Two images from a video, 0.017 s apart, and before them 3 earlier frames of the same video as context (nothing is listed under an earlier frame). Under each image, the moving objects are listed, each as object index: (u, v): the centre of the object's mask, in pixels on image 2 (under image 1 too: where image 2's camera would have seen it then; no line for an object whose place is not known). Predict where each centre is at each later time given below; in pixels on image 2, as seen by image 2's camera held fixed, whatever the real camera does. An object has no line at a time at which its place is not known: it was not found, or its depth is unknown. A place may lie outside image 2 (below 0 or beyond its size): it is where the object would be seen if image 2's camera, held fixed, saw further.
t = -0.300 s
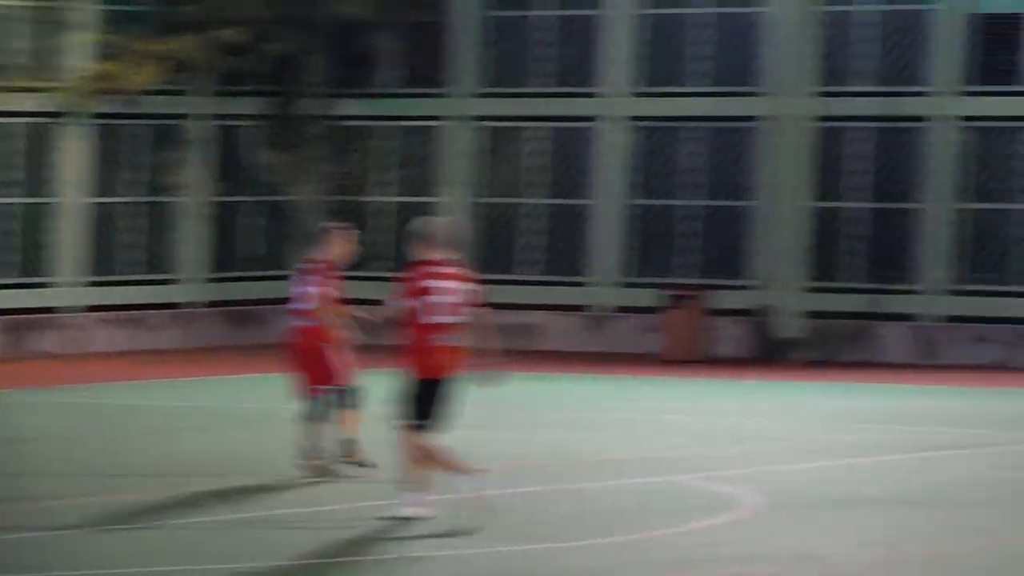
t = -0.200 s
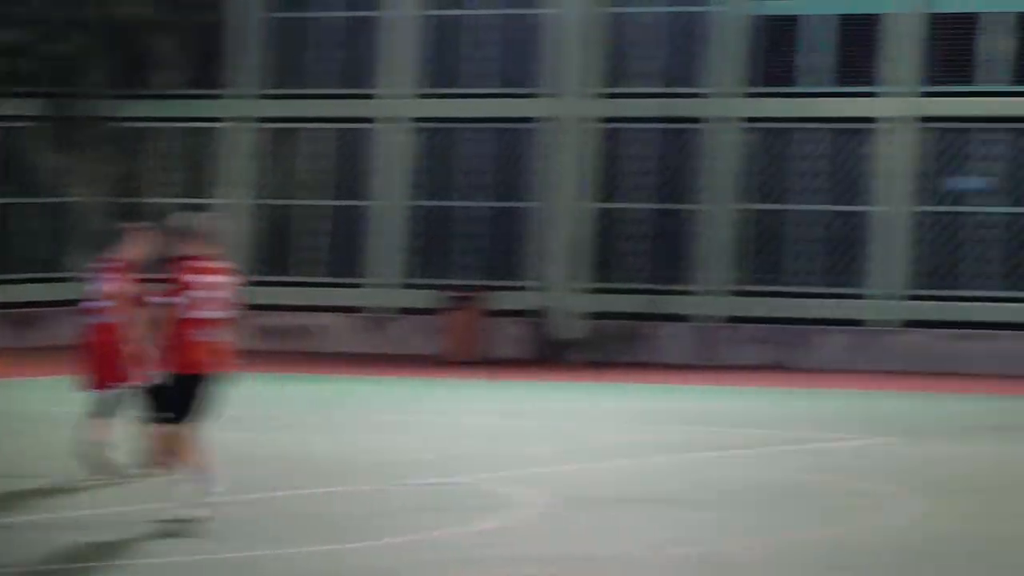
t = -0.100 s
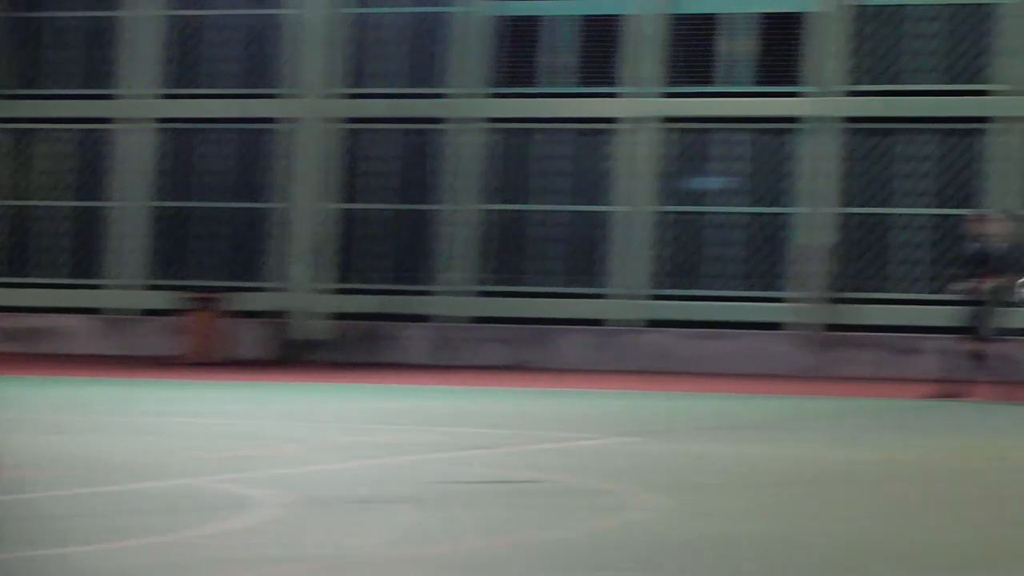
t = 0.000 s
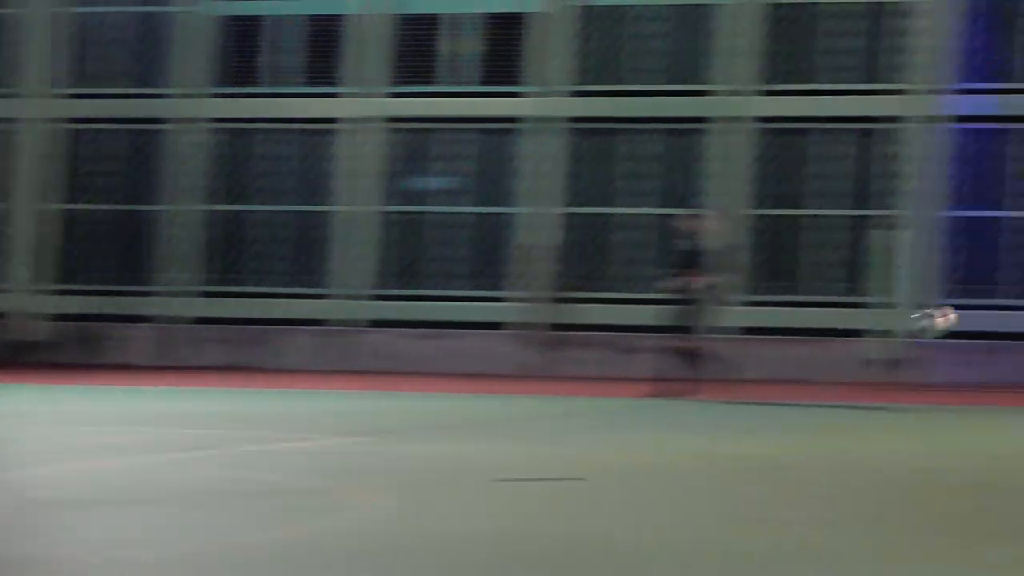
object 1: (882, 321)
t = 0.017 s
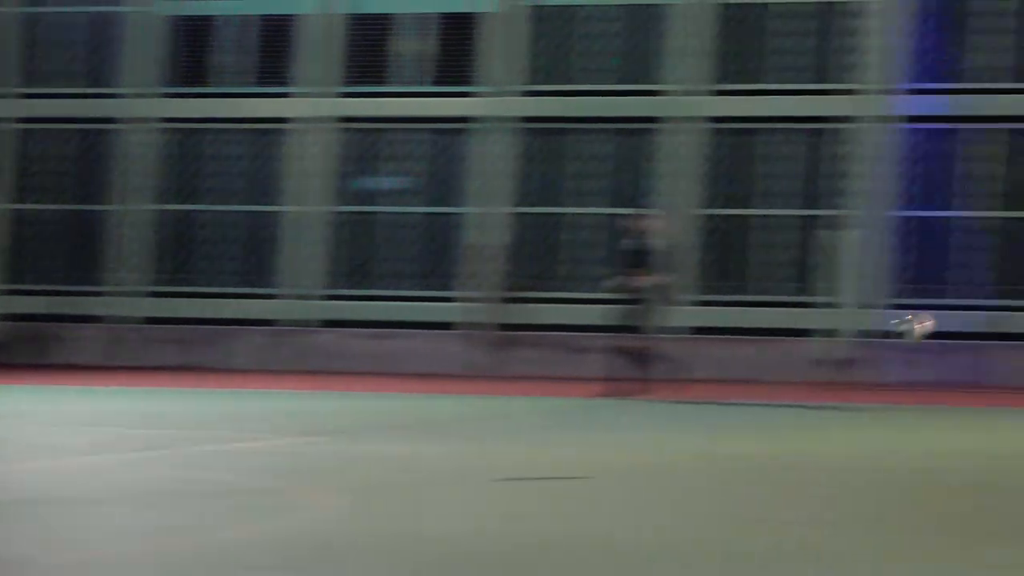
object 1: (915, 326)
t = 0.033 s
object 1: (945, 334)
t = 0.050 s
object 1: (976, 342)
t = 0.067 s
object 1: (1006, 349)
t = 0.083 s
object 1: (1039, 357)
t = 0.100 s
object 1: (1073, 367)
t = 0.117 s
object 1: (1104, 379)
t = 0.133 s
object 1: (1137, 390)
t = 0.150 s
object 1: (1169, 404)
